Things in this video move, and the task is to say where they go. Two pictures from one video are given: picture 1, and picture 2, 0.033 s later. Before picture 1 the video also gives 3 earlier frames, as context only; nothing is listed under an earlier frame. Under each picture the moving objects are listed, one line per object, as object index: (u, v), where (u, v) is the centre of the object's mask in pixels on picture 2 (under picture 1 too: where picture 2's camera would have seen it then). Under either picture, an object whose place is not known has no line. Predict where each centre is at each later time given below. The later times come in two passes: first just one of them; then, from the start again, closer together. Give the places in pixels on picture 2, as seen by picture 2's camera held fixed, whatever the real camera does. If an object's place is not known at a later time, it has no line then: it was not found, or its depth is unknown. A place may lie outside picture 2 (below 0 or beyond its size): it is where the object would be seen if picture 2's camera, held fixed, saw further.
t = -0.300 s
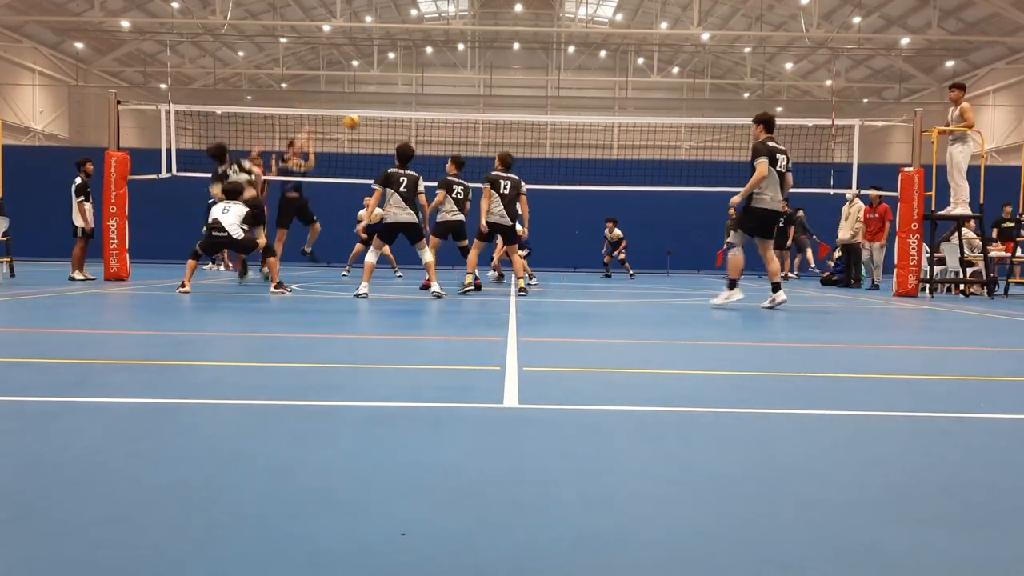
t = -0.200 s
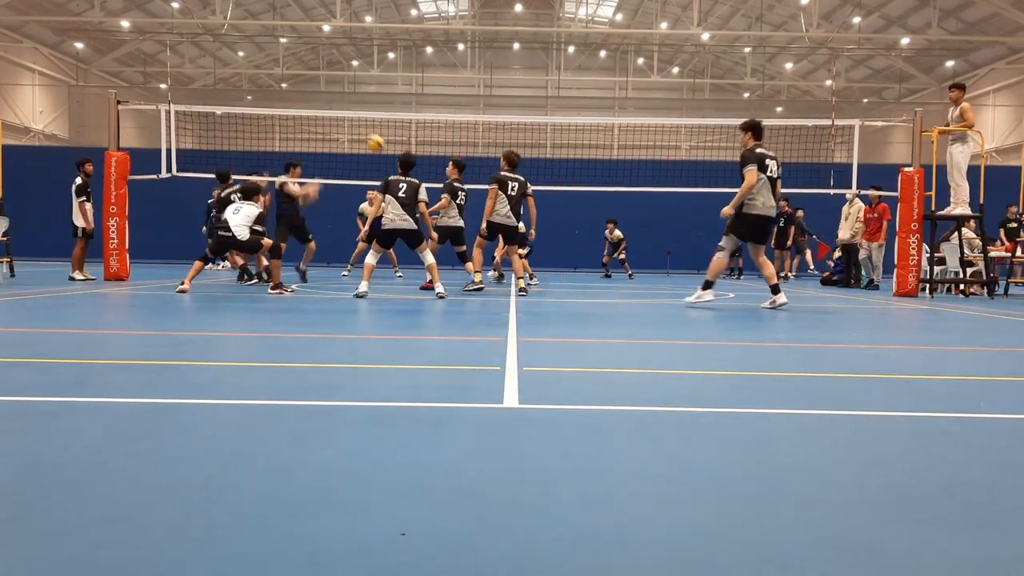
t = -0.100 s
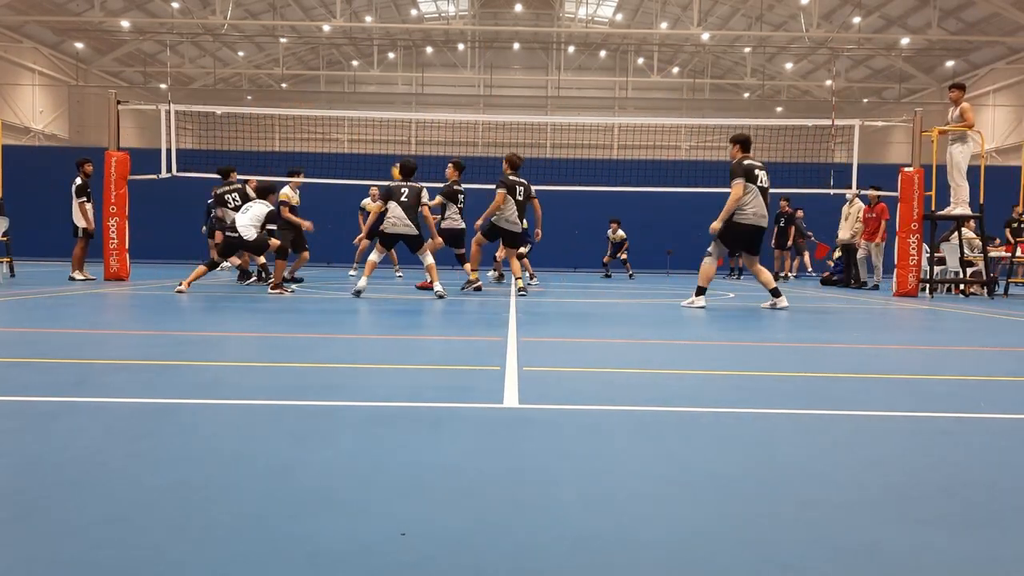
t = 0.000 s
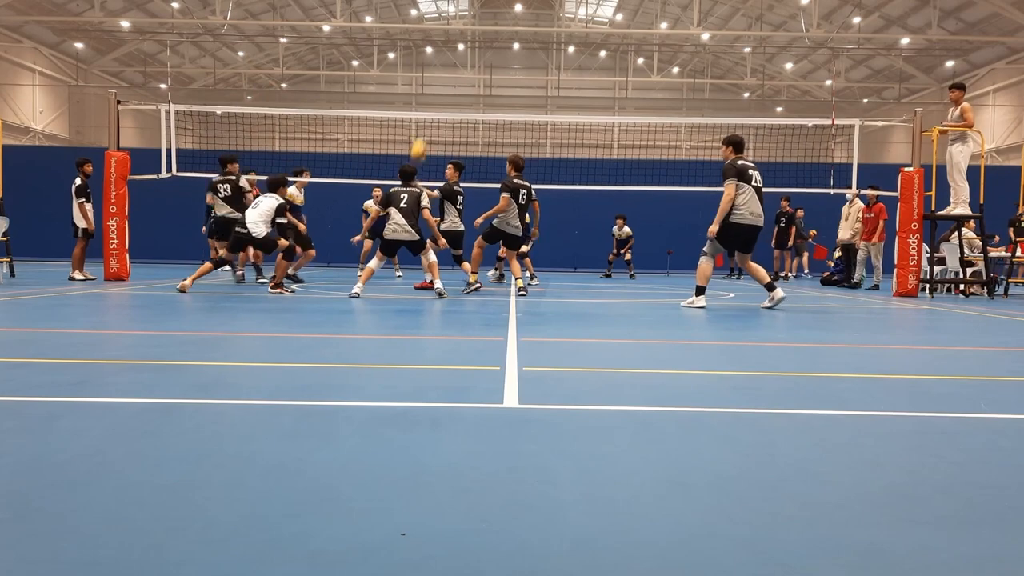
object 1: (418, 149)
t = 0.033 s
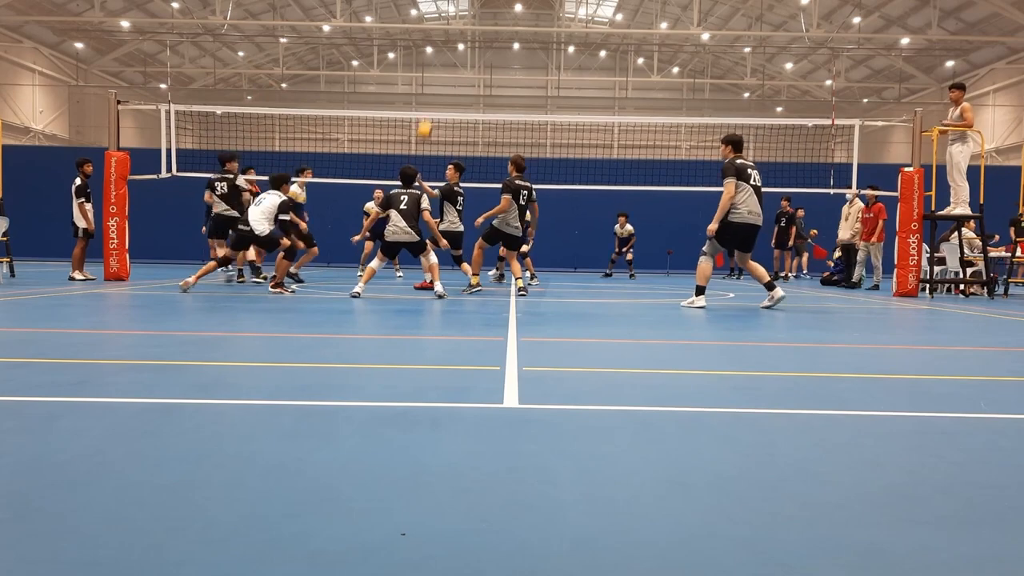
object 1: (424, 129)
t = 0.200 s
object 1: (447, 41)
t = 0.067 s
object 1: (428, 108)
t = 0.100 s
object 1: (434, 91)
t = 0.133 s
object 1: (438, 74)
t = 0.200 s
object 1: (447, 41)
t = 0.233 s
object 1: (454, 28)
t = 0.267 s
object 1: (457, 14)
